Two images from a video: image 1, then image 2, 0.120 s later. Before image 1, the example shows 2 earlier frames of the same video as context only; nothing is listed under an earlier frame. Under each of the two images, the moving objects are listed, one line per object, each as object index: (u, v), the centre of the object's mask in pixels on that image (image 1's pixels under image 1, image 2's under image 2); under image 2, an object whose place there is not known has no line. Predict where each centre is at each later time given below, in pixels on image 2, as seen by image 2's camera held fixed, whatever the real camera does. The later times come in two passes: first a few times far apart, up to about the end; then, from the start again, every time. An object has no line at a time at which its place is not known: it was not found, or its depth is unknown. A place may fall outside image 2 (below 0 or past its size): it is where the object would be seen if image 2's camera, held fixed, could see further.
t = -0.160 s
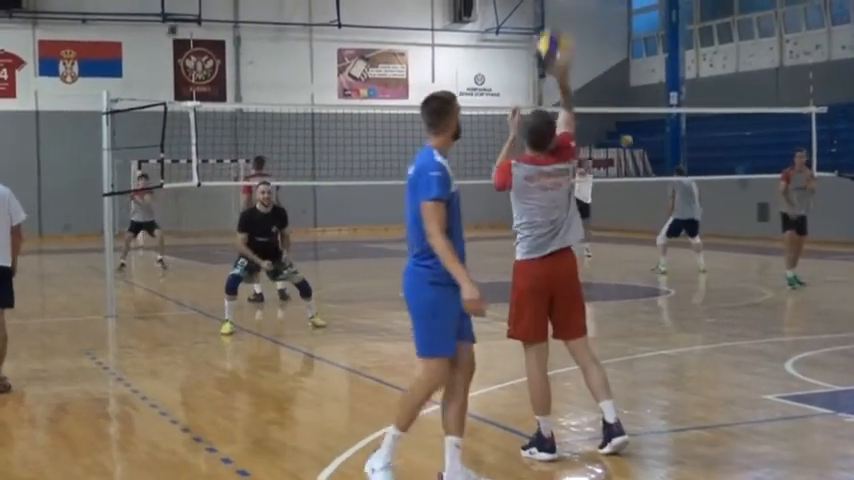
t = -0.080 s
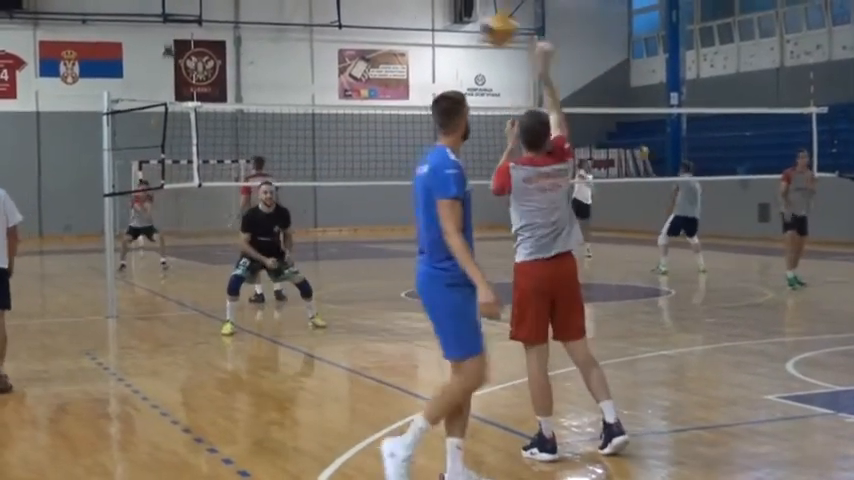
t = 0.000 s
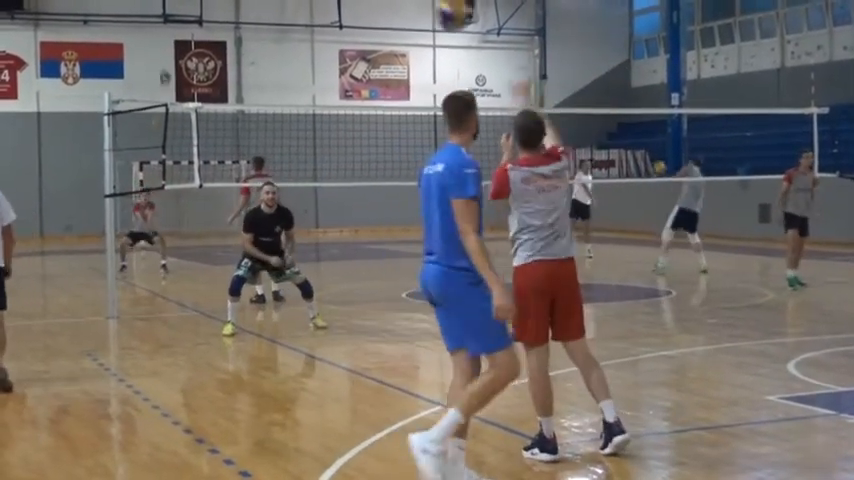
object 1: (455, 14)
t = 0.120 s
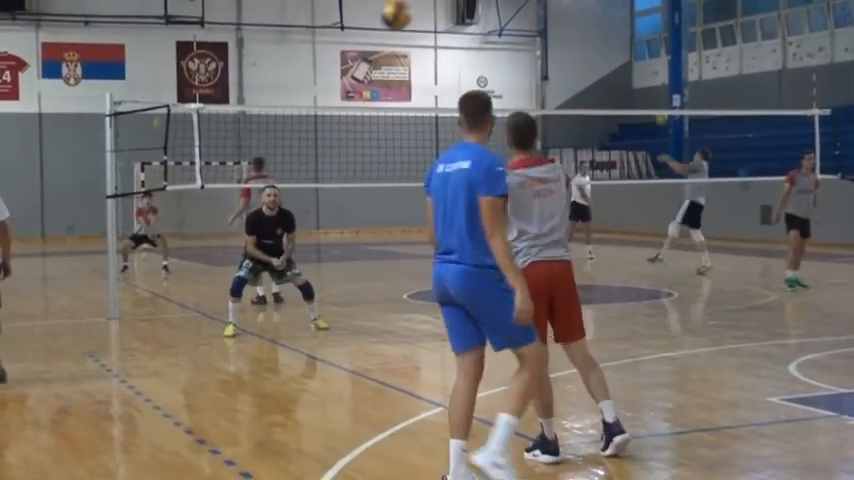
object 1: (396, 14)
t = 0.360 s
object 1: (309, 70)
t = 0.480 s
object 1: (277, 117)
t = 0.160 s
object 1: (380, 20)
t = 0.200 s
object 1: (363, 26)
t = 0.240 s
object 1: (349, 35)
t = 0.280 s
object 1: (336, 44)
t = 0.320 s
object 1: (322, 57)
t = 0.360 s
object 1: (309, 70)
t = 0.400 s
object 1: (300, 85)
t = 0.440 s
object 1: (289, 100)
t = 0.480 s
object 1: (277, 117)
